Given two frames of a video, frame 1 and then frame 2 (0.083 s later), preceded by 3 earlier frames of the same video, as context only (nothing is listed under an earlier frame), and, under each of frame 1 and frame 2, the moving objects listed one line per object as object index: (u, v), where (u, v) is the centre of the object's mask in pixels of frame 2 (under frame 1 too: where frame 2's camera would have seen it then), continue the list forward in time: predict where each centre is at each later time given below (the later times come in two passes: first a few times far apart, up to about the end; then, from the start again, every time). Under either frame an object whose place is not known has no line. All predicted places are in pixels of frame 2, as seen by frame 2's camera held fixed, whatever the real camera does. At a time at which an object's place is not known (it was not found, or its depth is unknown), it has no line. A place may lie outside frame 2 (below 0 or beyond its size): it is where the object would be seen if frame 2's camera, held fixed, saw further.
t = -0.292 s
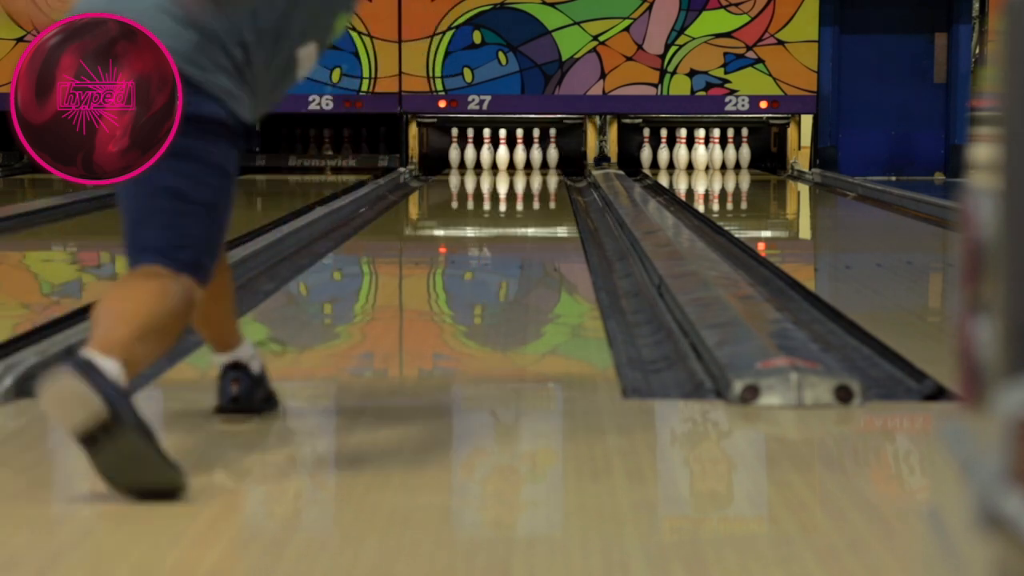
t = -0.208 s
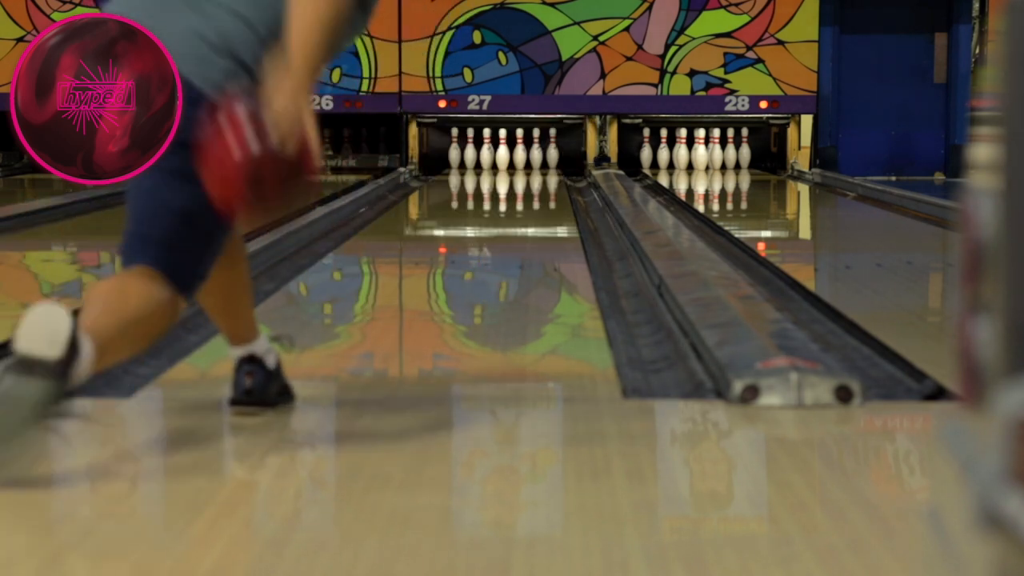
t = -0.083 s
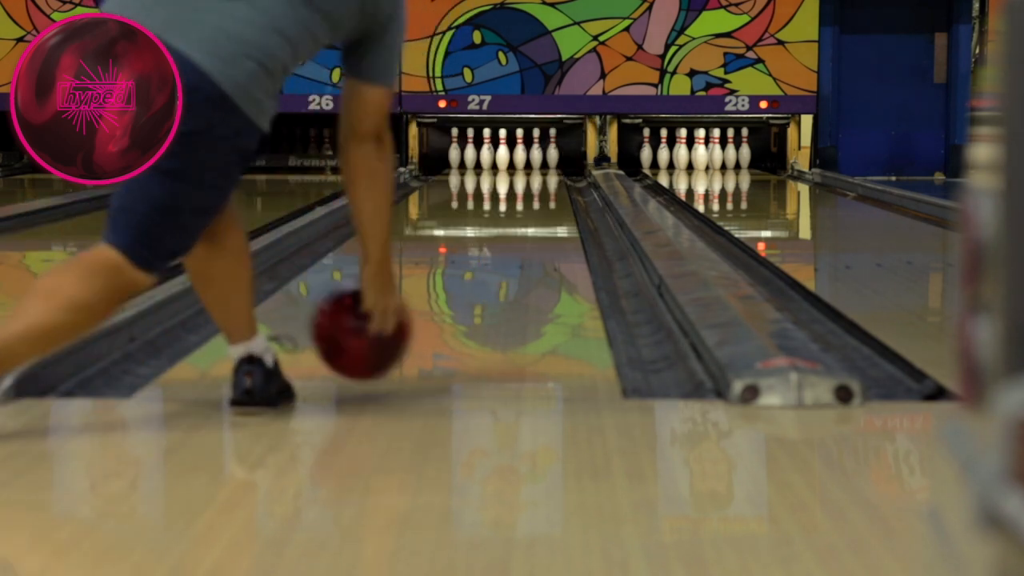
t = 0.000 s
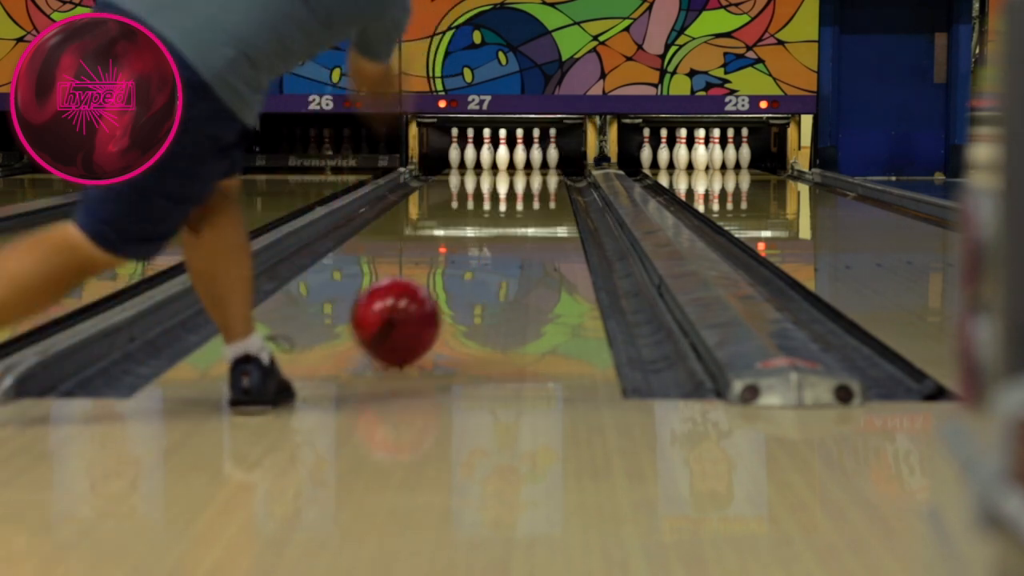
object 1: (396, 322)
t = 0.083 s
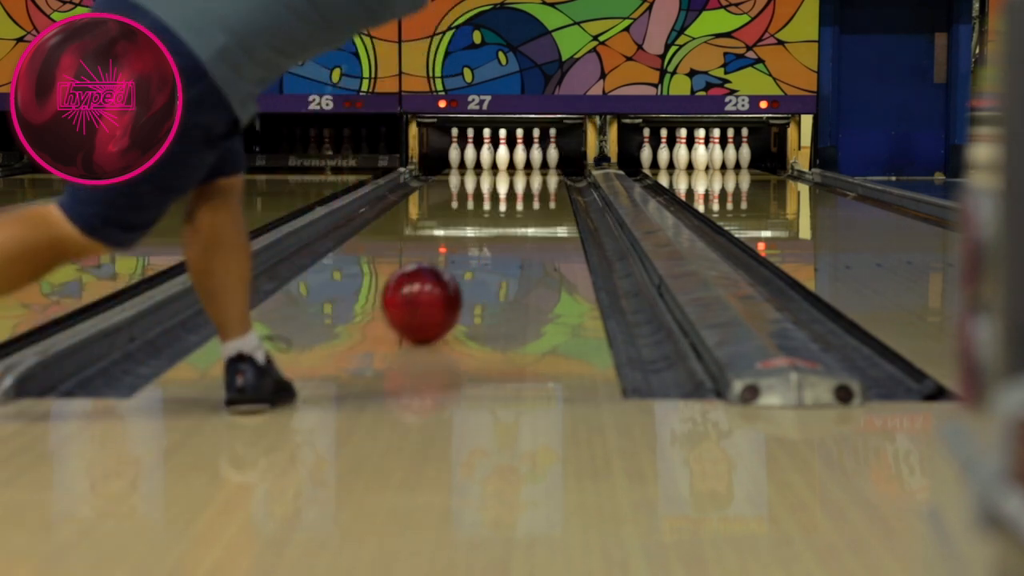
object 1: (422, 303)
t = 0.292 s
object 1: (468, 264)
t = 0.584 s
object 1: (507, 230)
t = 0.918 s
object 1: (534, 204)
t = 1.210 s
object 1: (547, 189)
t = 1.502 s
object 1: (554, 179)
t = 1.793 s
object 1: (551, 170)
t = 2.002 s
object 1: (540, 165)
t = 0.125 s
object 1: (433, 294)
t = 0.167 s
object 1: (443, 285)
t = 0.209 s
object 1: (452, 278)
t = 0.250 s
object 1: (460, 271)
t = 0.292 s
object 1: (468, 264)
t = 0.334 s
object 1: (475, 258)
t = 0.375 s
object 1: (482, 252)
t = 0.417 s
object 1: (487, 247)
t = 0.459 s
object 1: (493, 242)
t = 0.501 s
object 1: (498, 238)
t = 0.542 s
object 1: (503, 233)
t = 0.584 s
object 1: (507, 230)
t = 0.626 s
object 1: (511, 226)
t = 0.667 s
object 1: (515, 222)
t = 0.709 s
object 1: (519, 219)
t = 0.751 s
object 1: (522, 215)
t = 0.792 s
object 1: (526, 212)
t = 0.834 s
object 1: (528, 209)
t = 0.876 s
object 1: (531, 206)
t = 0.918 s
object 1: (534, 204)
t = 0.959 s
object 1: (536, 202)
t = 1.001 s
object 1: (538, 199)
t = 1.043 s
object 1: (540, 197)
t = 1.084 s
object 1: (542, 195)
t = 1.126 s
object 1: (544, 193)
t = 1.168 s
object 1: (545, 191)
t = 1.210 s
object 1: (547, 189)
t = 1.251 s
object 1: (548, 188)
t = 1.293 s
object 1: (549, 186)
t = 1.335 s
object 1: (550, 184)
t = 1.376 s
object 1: (552, 183)
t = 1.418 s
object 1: (552, 181)
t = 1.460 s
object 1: (553, 180)
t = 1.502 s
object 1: (554, 179)
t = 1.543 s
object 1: (554, 177)
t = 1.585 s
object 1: (554, 175)
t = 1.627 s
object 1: (554, 174)
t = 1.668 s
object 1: (554, 173)
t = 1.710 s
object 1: (553, 172)
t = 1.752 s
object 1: (552, 171)
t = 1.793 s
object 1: (551, 170)
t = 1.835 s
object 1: (549, 169)
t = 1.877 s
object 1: (548, 168)
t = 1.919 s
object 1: (545, 166)
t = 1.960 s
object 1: (543, 165)
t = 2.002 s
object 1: (540, 165)
